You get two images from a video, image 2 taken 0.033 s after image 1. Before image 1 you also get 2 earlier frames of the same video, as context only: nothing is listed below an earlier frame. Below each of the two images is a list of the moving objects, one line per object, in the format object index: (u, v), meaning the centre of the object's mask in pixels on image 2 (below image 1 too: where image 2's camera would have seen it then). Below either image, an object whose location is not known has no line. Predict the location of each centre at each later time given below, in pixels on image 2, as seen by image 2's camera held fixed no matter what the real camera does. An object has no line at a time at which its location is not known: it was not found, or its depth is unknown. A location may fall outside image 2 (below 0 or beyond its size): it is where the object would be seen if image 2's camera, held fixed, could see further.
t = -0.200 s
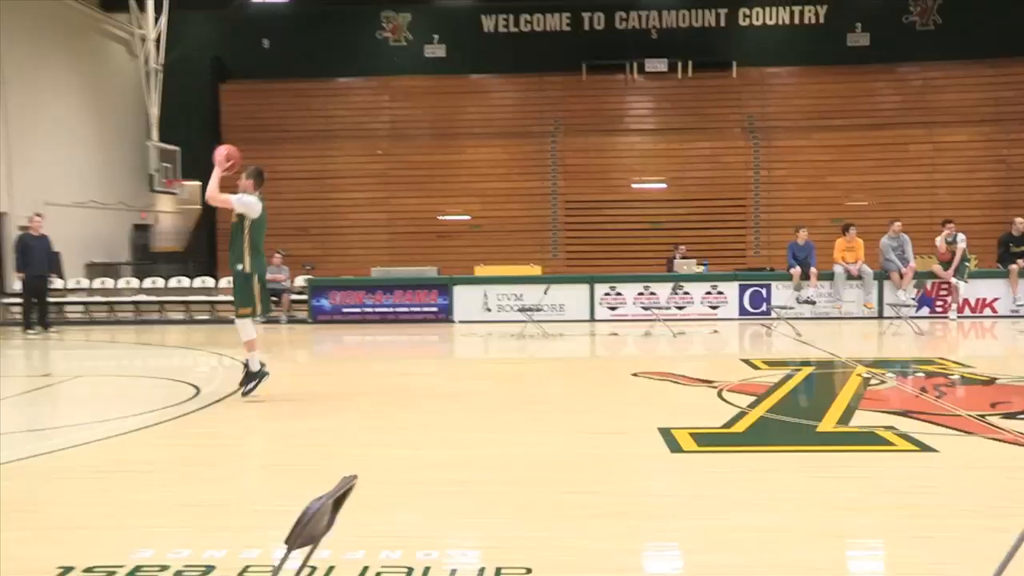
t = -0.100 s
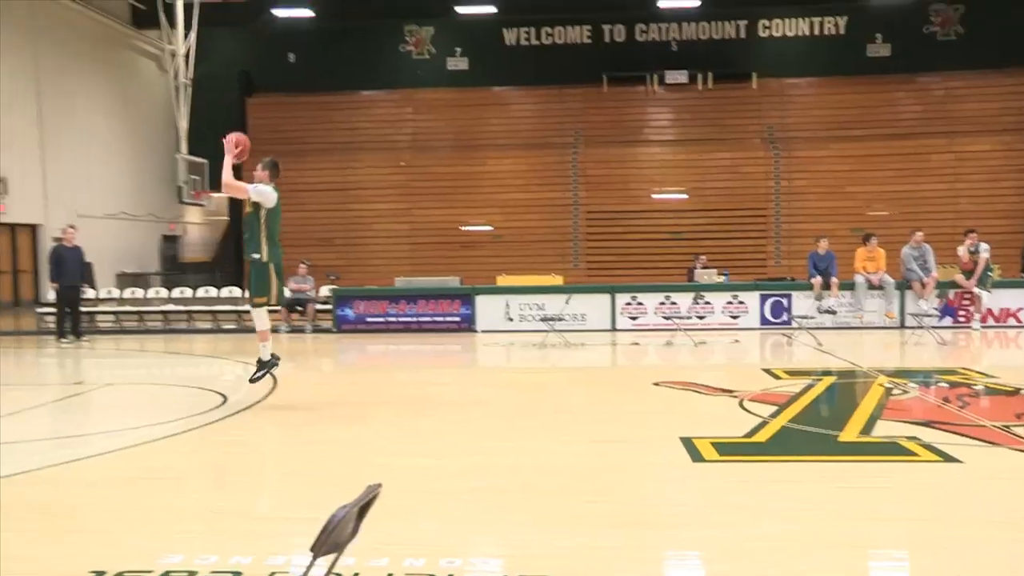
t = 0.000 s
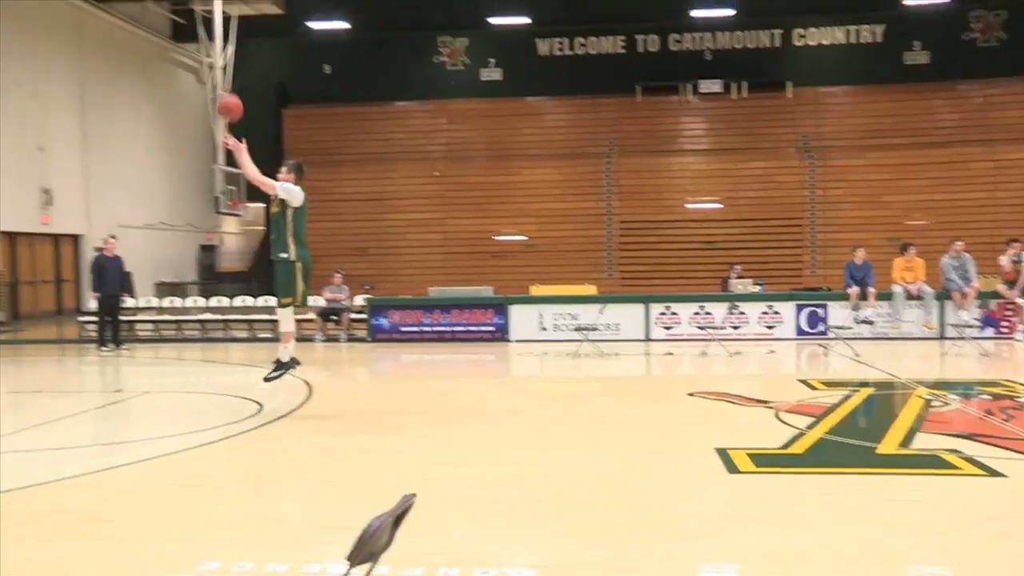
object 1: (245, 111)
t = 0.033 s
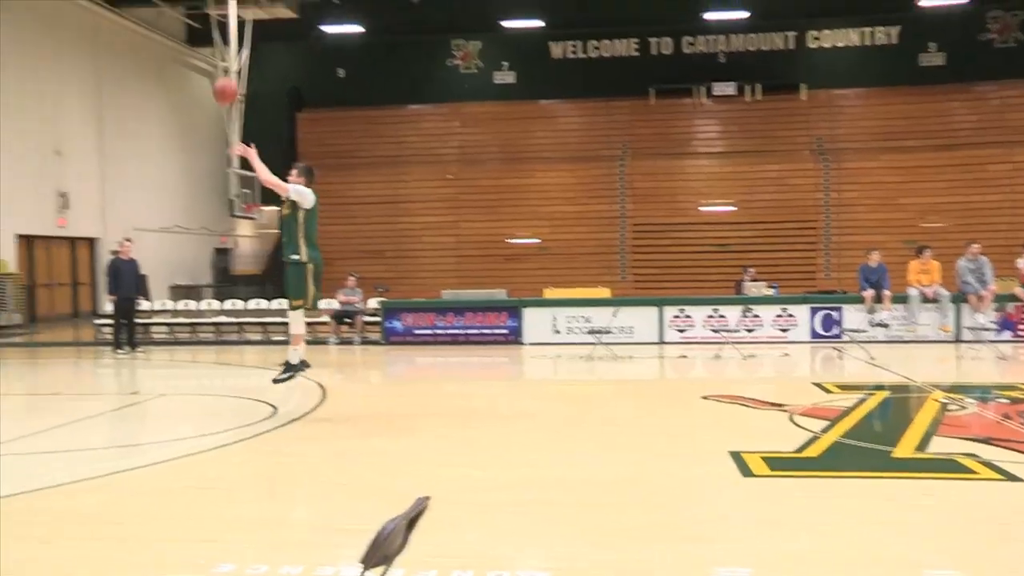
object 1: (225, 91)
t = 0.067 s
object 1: (206, 73)
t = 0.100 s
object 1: (187, 57)
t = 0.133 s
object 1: (169, 42)
